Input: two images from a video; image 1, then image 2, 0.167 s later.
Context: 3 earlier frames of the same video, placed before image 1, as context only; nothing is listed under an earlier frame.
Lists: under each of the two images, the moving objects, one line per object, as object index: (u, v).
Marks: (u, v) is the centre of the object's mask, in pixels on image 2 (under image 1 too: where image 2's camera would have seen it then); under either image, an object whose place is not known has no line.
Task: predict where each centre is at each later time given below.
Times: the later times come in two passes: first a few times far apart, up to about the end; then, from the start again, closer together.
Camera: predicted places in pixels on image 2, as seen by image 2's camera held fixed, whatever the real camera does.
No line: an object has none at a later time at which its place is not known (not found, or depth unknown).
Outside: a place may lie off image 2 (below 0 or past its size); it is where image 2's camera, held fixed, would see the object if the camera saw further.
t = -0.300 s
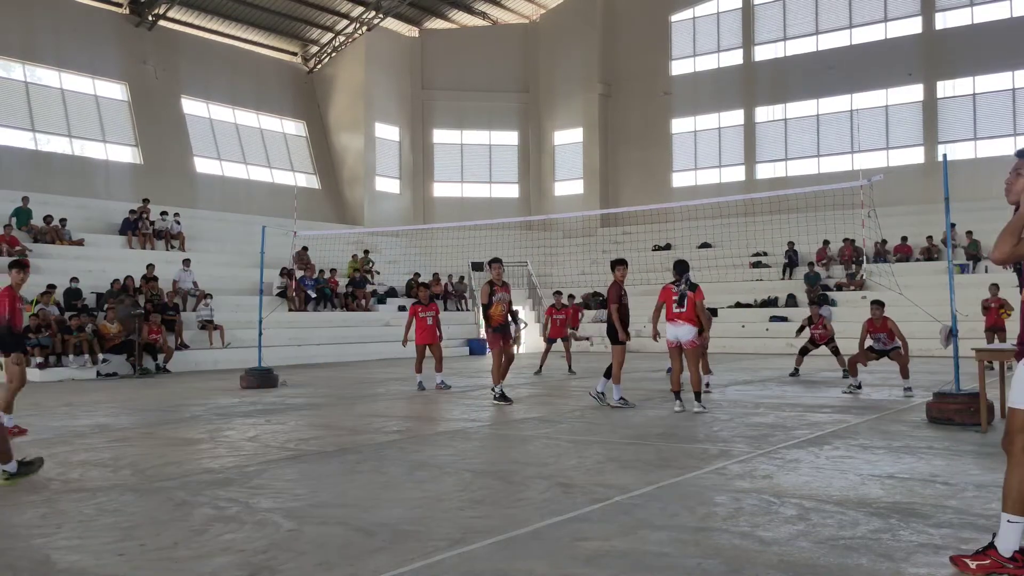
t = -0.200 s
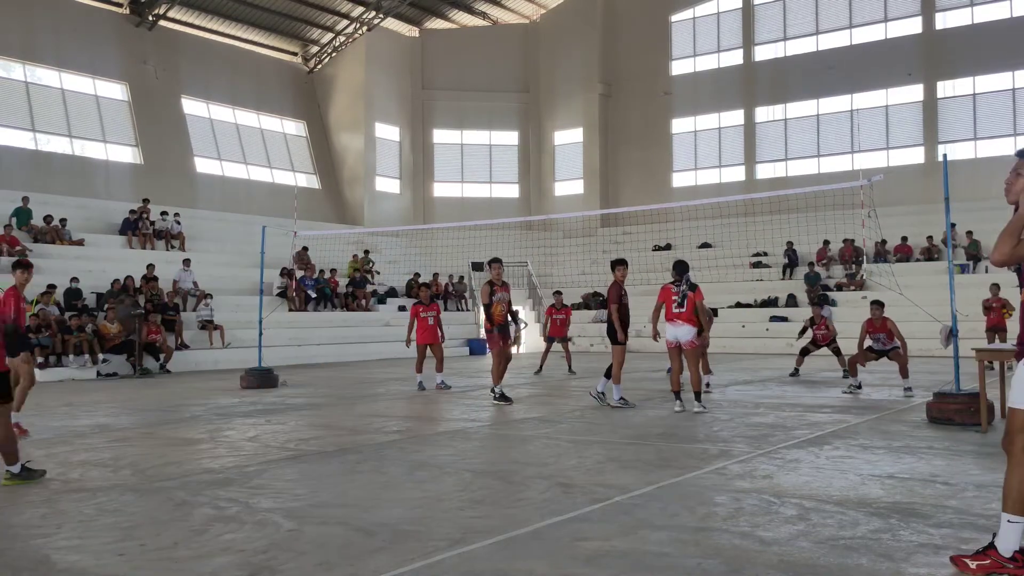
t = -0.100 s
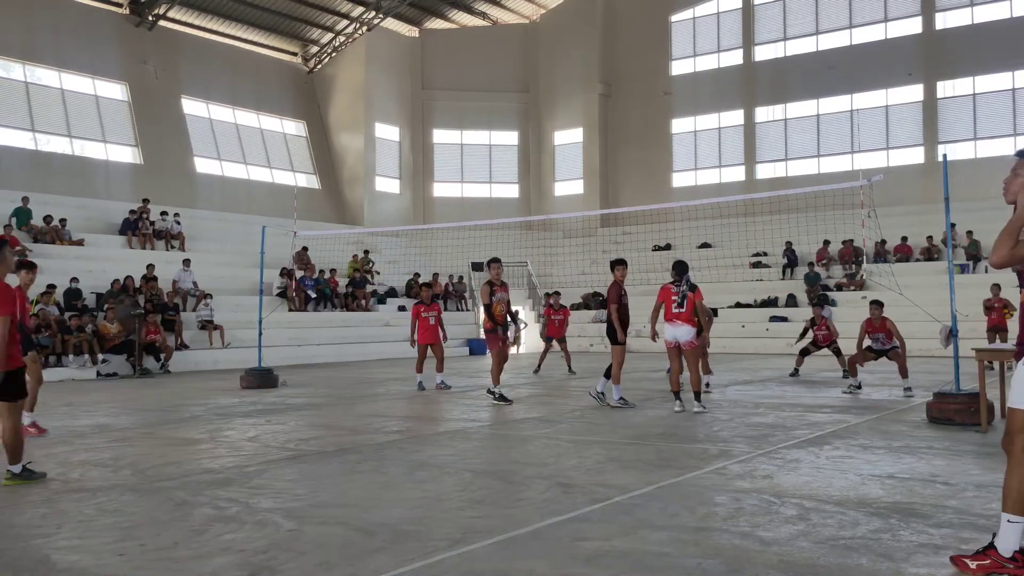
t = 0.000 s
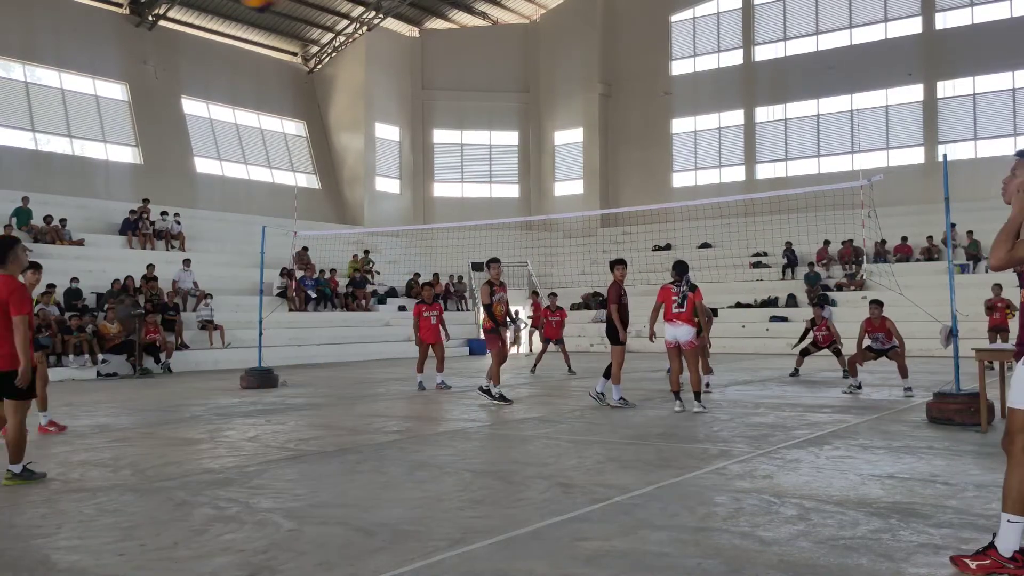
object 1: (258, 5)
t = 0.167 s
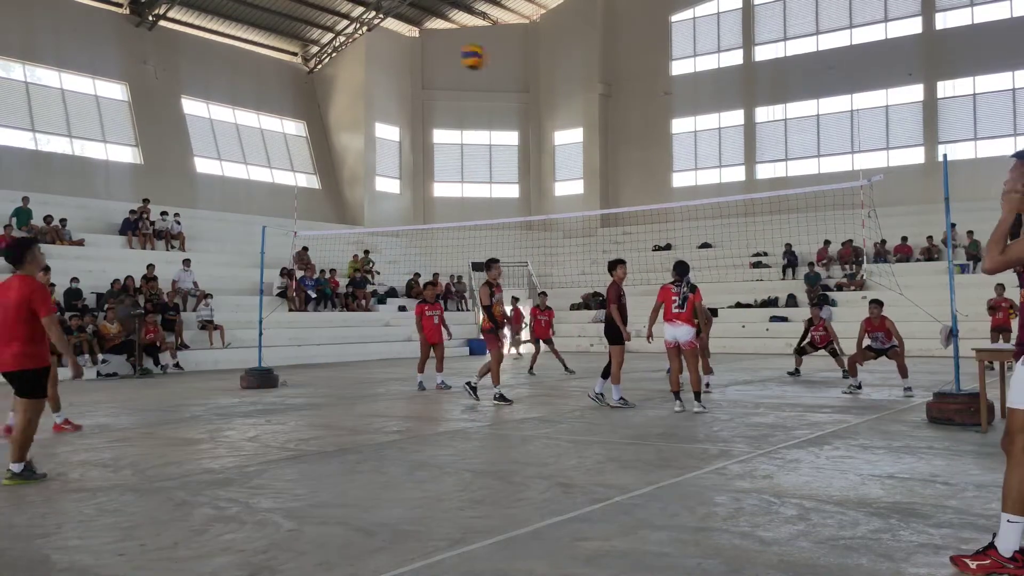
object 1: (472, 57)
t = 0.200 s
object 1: (500, 68)
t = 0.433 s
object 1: (635, 137)
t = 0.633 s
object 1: (694, 192)
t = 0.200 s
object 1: (500, 68)
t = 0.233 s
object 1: (524, 79)
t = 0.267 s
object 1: (547, 88)
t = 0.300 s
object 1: (569, 98)
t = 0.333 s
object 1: (588, 108)
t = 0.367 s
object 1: (605, 119)
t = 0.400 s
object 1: (621, 128)
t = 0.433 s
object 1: (635, 137)
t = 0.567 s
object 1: (678, 173)
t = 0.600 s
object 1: (687, 182)
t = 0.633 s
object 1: (694, 192)
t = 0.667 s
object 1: (702, 198)
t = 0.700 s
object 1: (709, 209)
